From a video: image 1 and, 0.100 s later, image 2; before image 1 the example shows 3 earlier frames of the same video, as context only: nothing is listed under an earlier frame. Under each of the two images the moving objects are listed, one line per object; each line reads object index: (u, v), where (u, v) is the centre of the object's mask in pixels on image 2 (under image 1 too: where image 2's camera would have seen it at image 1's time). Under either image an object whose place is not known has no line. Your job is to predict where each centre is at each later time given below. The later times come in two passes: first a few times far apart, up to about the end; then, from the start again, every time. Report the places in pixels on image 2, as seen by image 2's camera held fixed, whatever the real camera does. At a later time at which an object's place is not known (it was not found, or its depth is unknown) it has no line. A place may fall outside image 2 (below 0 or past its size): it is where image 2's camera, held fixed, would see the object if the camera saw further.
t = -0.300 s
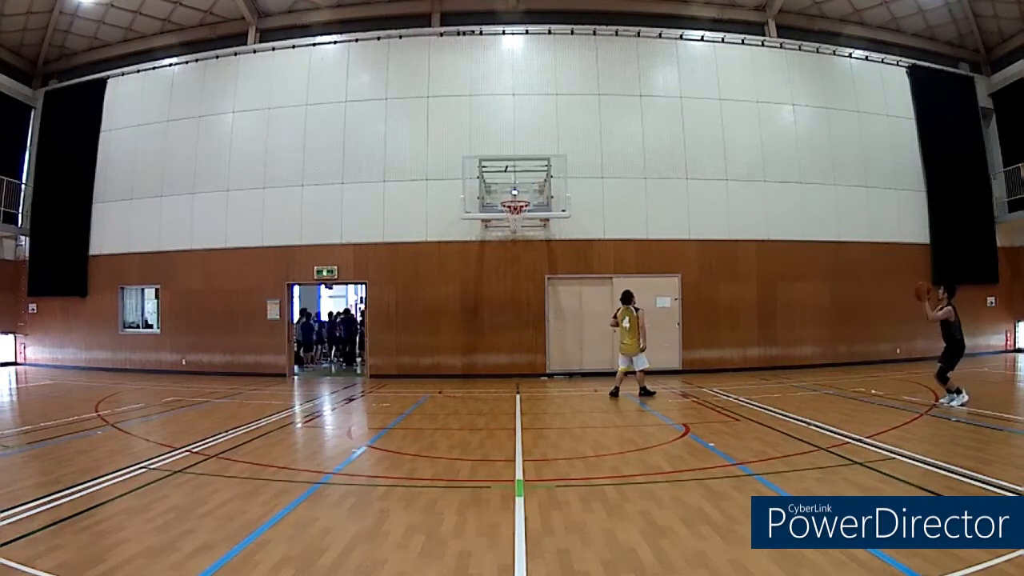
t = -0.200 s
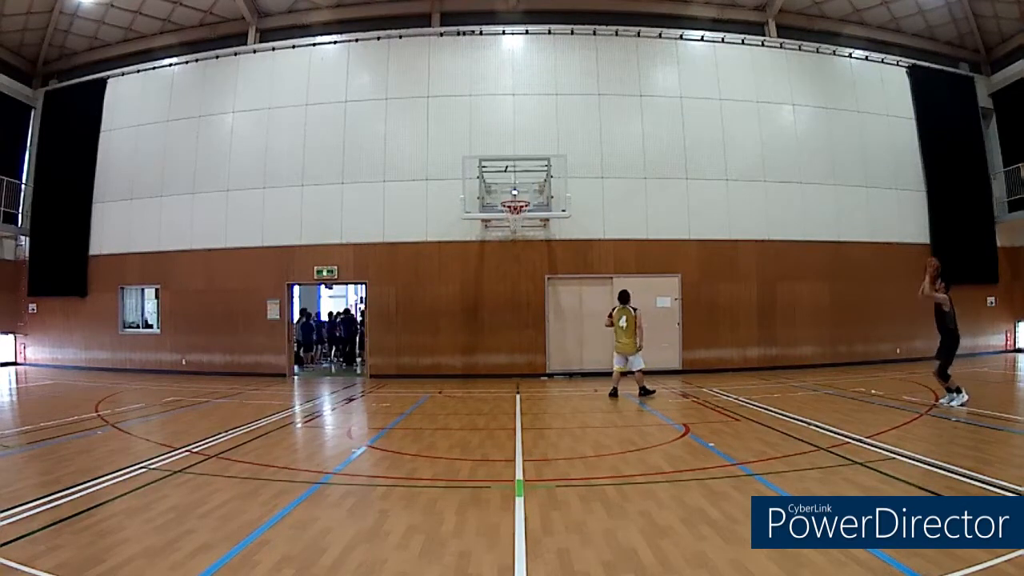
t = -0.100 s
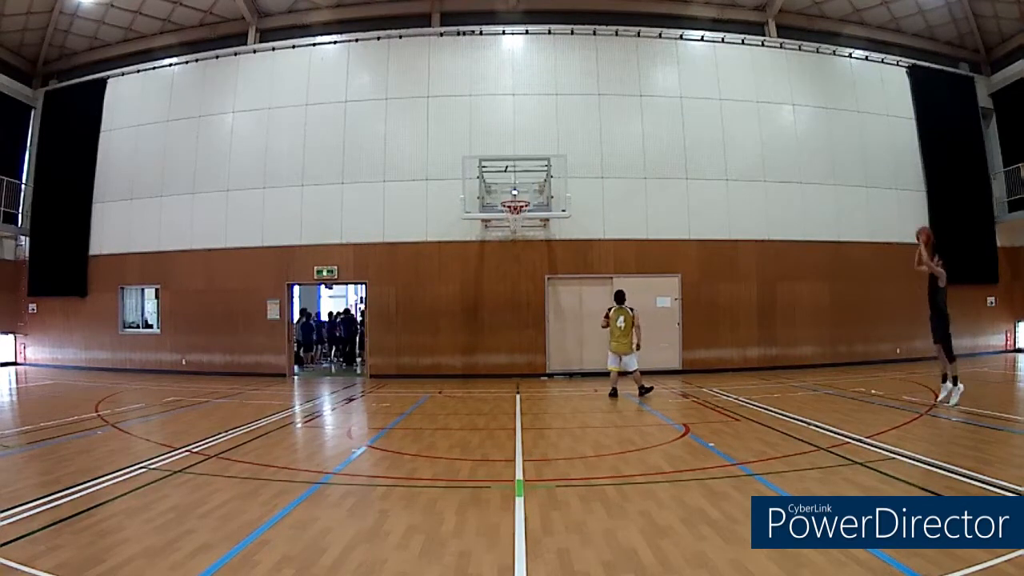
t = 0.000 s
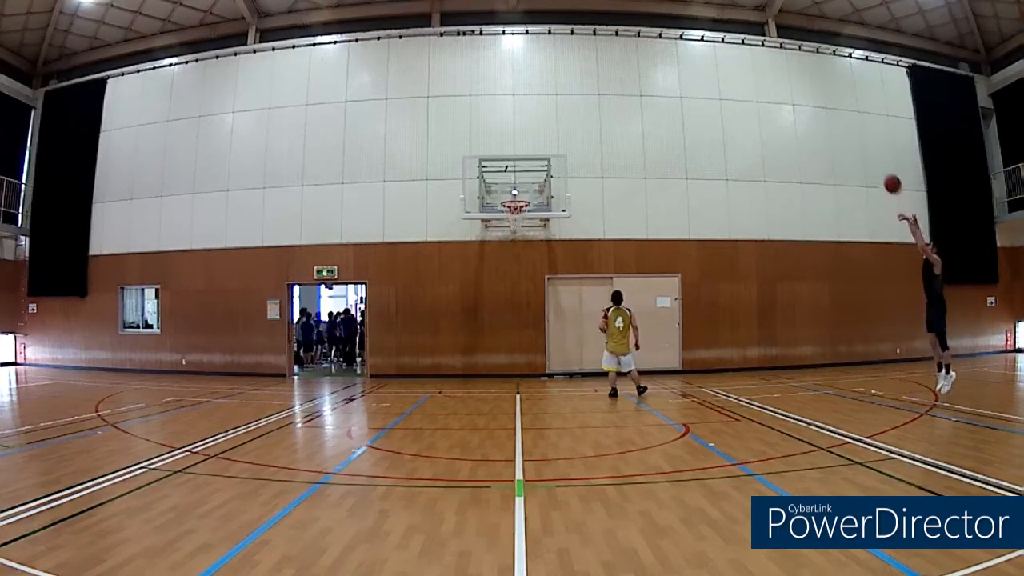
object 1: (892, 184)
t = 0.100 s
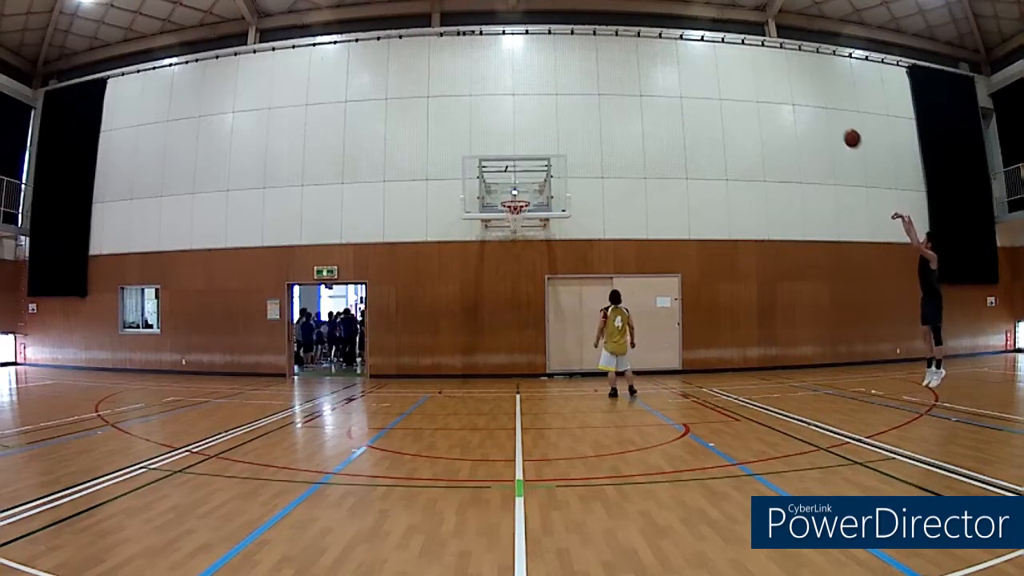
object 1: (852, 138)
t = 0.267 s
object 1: (788, 85)
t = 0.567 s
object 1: (697, 50)
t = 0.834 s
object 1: (622, 69)
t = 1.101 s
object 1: (561, 128)
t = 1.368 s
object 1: (513, 208)
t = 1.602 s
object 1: (491, 294)
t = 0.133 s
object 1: (839, 125)
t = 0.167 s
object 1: (826, 114)
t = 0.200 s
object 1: (813, 103)
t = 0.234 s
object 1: (800, 94)
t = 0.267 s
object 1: (788, 85)
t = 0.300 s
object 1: (776, 78)
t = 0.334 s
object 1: (771, 75)
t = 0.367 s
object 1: (759, 68)
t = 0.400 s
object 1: (748, 63)
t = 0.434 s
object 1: (737, 59)
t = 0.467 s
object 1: (727, 56)
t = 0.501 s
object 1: (717, 53)
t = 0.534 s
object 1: (706, 51)
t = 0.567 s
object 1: (697, 50)
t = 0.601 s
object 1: (687, 50)
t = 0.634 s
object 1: (678, 50)
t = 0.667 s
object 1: (669, 51)
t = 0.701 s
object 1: (660, 53)
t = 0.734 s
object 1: (647, 57)
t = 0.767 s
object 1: (639, 60)
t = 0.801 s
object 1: (630, 65)
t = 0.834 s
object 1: (622, 69)
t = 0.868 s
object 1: (614, 74)
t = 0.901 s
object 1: (606, 80)
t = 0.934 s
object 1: (599, 87)
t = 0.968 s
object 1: (591, 94)
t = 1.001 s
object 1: (583, 101)
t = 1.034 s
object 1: (576, 110)
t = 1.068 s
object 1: (568, 118)
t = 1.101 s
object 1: (561, 128)
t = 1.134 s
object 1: (554, 138)
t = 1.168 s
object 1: (547, 148)
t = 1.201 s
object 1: (540, 159)
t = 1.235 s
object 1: (536, 165)
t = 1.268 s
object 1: (529, 176)
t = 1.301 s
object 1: (523, 189)
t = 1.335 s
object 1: (516, 201)
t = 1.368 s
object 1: (513, 208)
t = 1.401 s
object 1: (511, 216)
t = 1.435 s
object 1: (508, 226)
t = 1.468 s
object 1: (504, 236)
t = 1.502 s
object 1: (501, 248)
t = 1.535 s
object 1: (498, 260)
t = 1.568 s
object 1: (495, 273)
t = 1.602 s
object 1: (491, 294)
